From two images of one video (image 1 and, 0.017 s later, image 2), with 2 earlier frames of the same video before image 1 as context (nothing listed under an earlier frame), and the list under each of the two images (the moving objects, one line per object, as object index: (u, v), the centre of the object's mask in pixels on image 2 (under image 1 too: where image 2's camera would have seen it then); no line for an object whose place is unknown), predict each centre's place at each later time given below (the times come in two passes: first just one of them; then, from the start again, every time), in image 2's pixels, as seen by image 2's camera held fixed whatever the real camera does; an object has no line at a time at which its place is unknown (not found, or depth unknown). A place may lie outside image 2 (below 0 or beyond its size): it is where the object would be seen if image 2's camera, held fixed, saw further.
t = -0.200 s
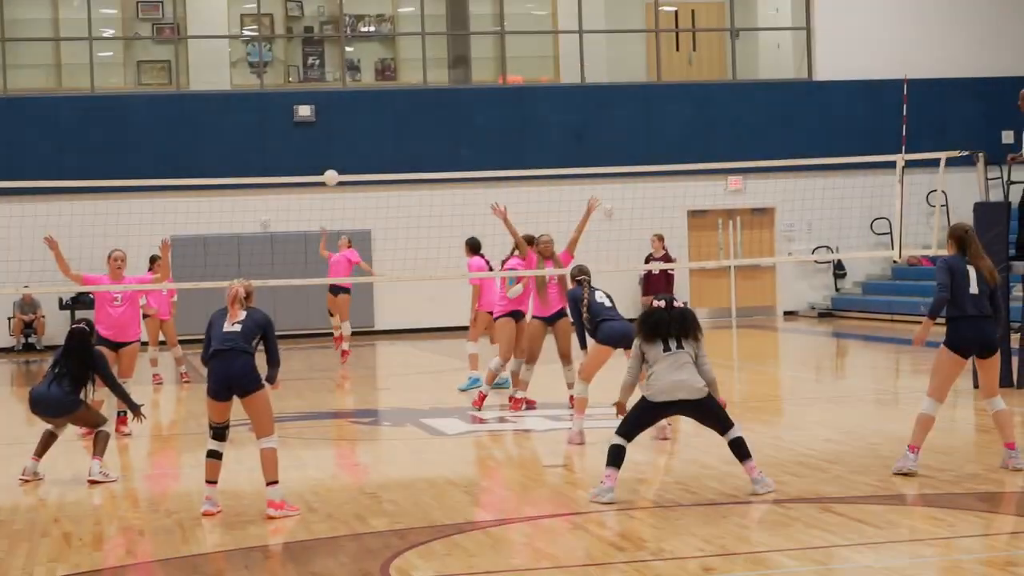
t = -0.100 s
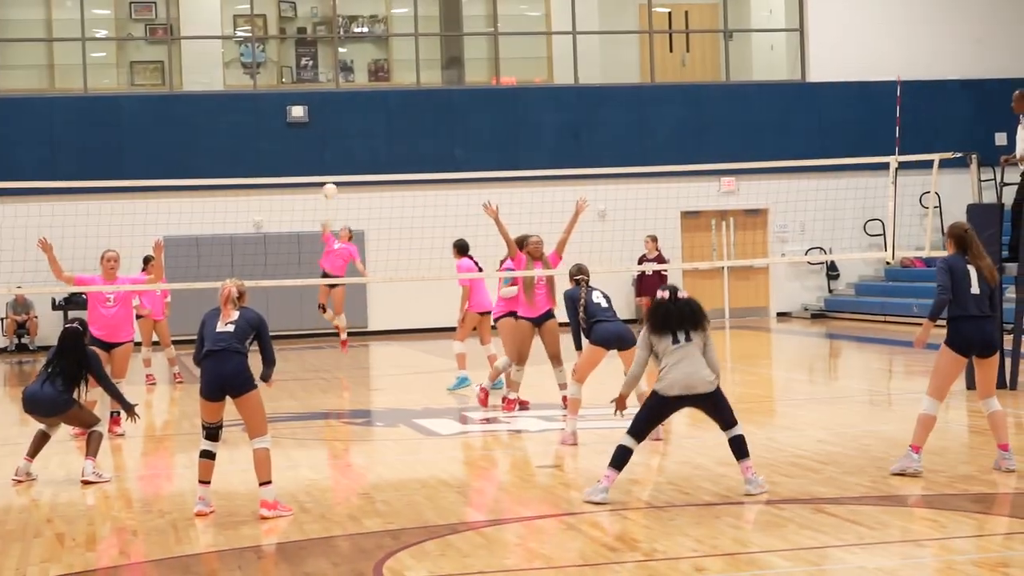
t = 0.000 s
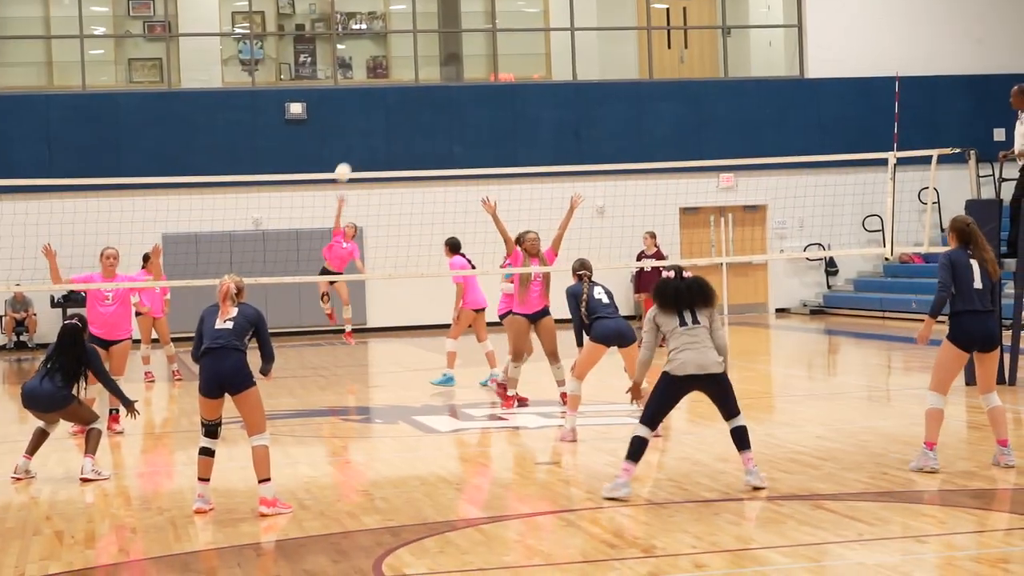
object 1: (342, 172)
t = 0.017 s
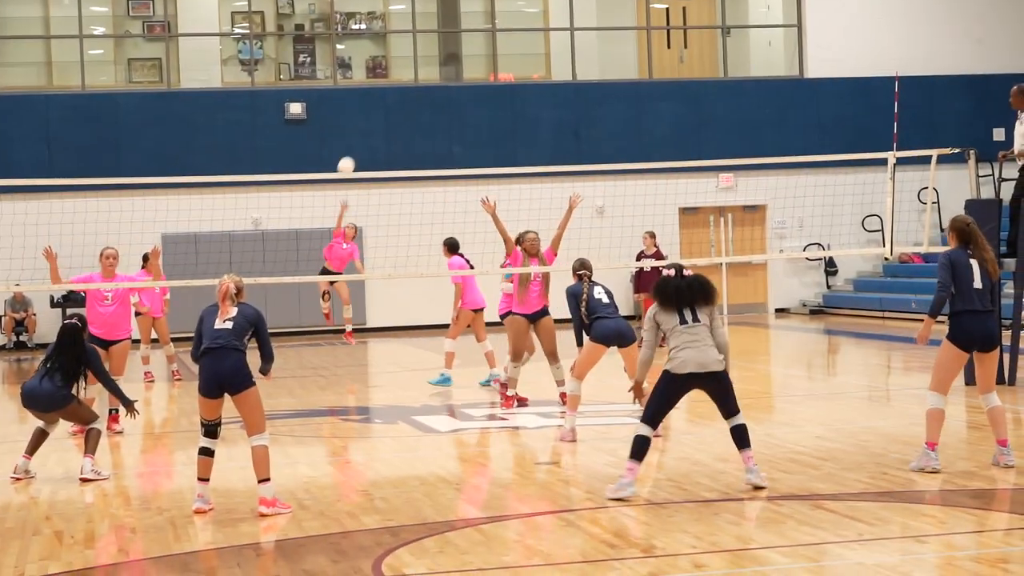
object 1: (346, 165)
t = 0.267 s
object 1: (411, 91)
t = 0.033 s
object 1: (349, 160)
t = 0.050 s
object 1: (353, 155)
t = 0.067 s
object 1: (357, 149)
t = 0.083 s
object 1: (361, 143)
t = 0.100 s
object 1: (365, 138)
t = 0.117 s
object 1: (369, 132)
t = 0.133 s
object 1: (374, 127)
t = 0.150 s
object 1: (378, 122)
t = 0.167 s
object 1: (383, 117)
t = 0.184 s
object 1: (387, 112)
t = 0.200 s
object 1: (392, 107)
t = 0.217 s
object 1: (396, 103)
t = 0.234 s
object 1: (402, 99)
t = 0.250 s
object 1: (406, 95)
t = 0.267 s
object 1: (411, 91)
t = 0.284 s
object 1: (416, 87)
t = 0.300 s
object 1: (421, 83)
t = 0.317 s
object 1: (425, 80)
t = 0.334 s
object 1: (430, 77)
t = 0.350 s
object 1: (434, 74)
